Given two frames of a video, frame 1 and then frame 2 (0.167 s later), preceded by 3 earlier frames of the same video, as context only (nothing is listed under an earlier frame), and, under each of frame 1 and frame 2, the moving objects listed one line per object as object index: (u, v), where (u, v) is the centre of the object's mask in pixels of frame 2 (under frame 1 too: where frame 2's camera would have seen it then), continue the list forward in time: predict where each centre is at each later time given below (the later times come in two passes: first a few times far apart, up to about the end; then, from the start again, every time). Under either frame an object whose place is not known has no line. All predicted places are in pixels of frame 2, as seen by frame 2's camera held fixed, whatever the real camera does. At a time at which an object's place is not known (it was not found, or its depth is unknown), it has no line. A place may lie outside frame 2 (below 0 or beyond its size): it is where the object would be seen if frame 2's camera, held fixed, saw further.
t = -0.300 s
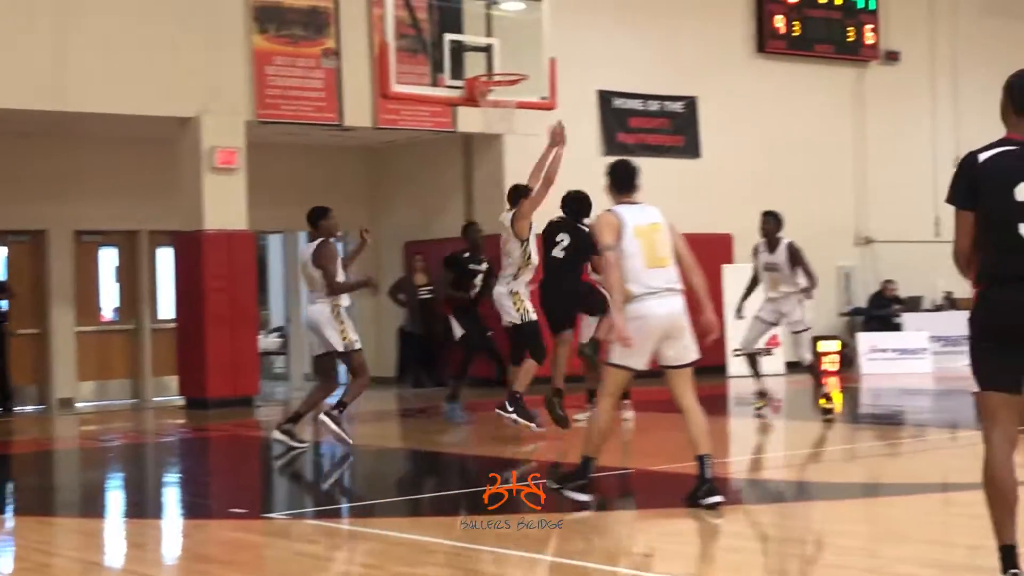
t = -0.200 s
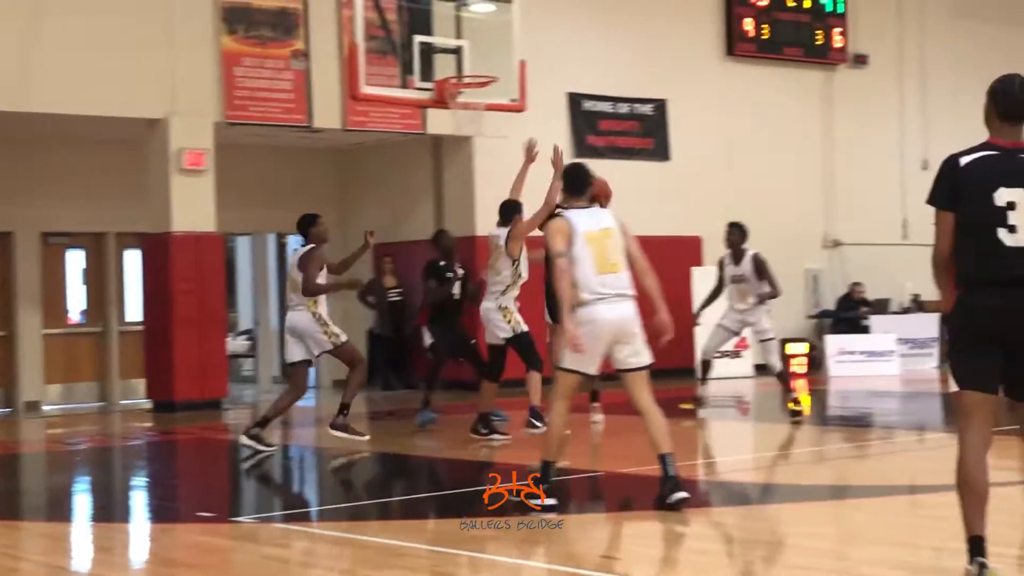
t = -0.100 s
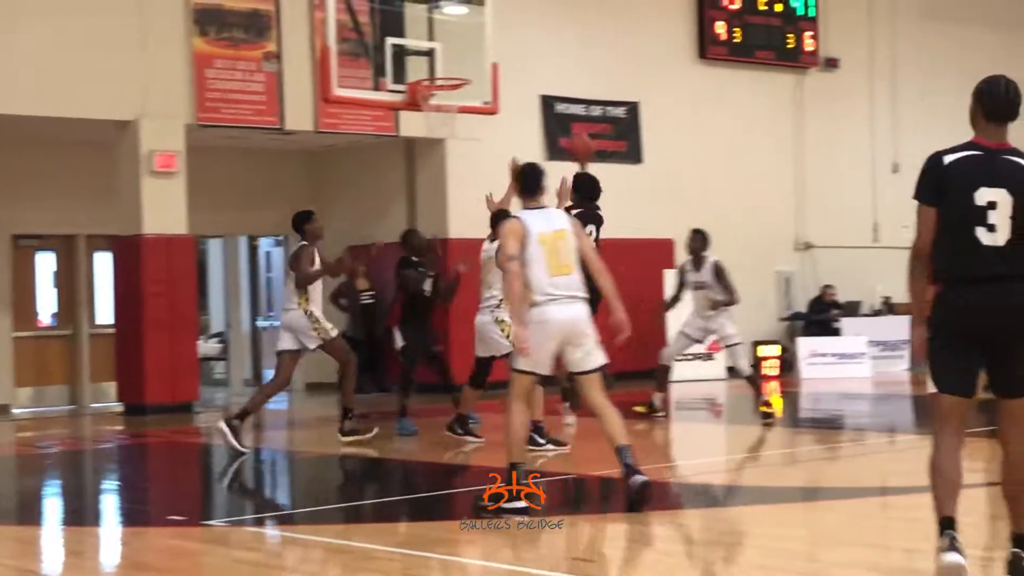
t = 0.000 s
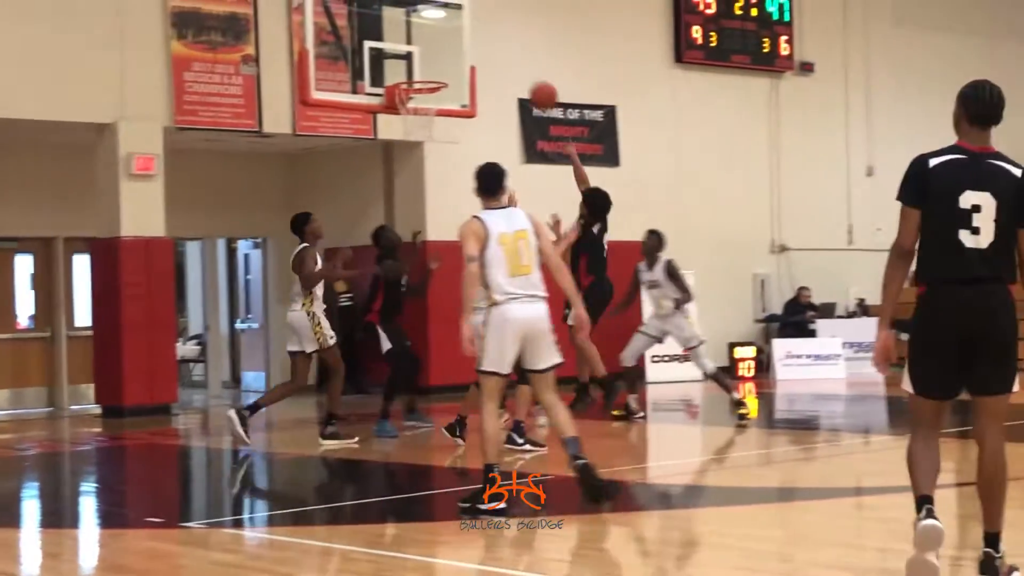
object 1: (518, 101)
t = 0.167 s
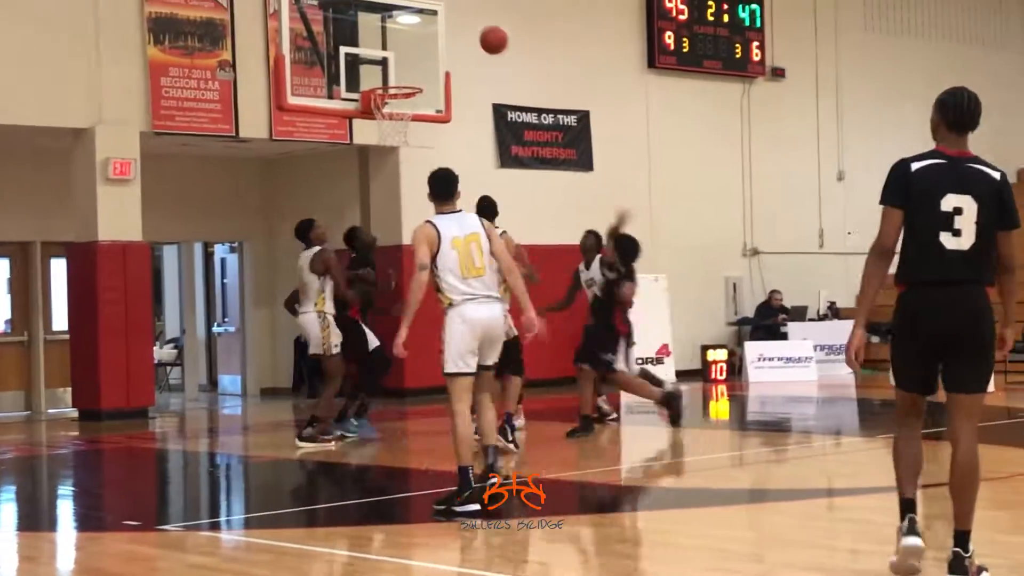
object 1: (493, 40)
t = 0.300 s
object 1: (475, 14)
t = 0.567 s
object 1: (442, 24)
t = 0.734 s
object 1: (423, 69)
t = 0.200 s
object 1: (489, 32)
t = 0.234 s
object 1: (485, 25)
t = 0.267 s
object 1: (480, 19)
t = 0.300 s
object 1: (475, 14)
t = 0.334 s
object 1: (471, 11)
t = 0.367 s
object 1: (467, 9)
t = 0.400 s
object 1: (462, 8)
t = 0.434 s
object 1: (459, 9)
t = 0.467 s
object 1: (454, 10)
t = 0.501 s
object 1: (450, 14)
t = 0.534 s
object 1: (446, 18)
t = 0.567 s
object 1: (442, 24)
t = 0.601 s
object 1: (438, 30)
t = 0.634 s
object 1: (435, 38)
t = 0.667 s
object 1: (431, 47)
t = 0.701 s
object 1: (427, 58)
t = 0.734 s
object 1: (423, 69)
